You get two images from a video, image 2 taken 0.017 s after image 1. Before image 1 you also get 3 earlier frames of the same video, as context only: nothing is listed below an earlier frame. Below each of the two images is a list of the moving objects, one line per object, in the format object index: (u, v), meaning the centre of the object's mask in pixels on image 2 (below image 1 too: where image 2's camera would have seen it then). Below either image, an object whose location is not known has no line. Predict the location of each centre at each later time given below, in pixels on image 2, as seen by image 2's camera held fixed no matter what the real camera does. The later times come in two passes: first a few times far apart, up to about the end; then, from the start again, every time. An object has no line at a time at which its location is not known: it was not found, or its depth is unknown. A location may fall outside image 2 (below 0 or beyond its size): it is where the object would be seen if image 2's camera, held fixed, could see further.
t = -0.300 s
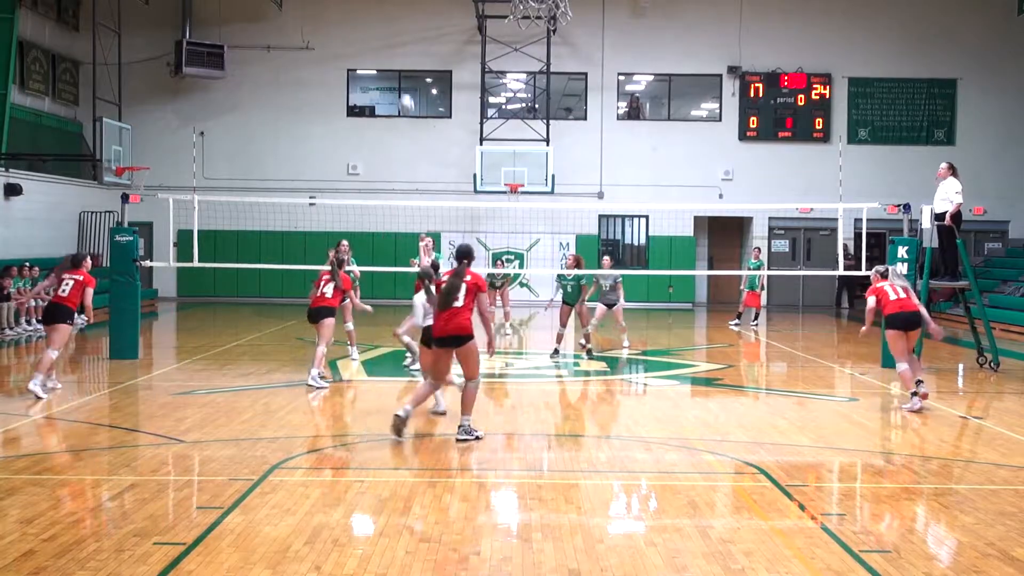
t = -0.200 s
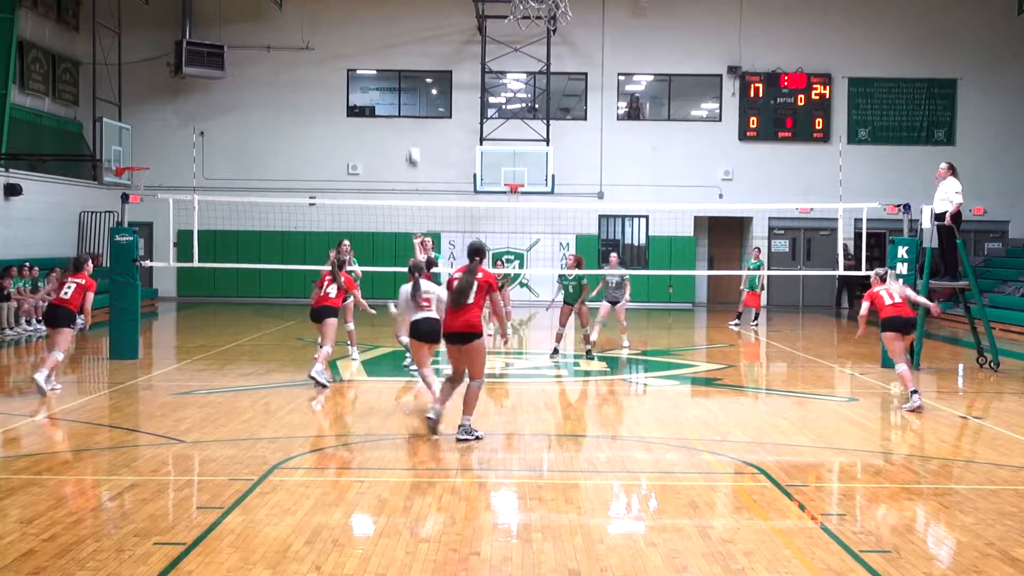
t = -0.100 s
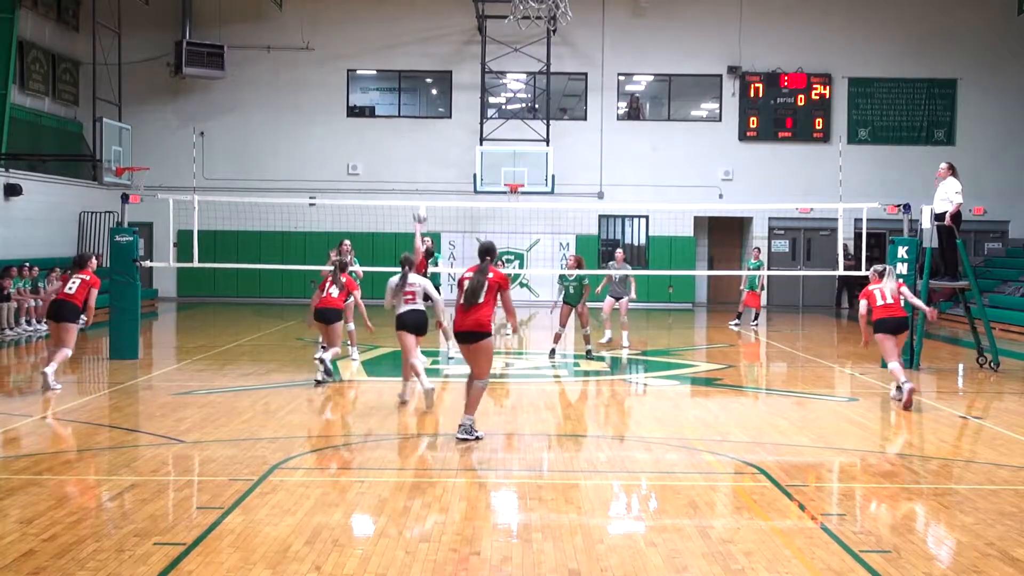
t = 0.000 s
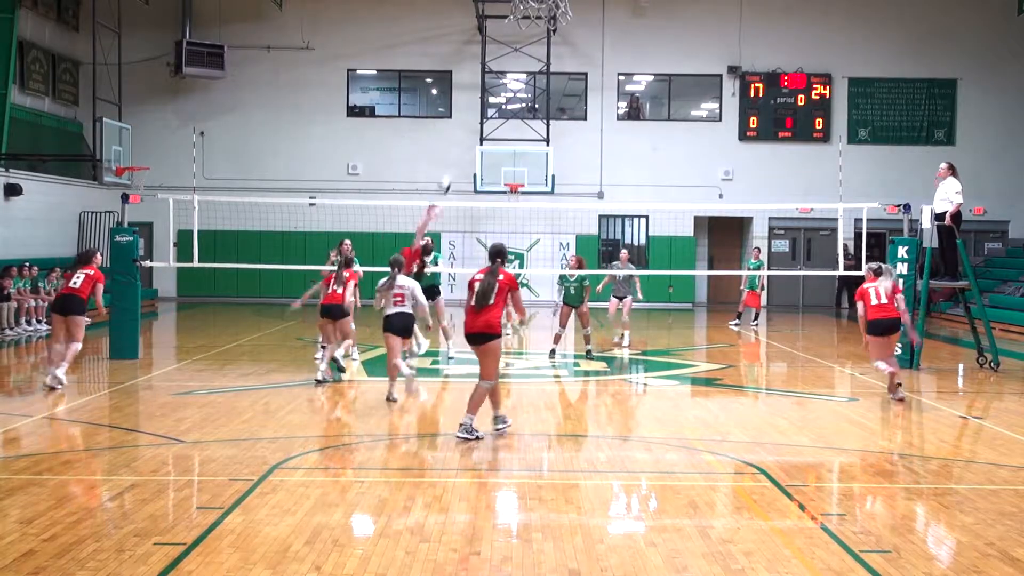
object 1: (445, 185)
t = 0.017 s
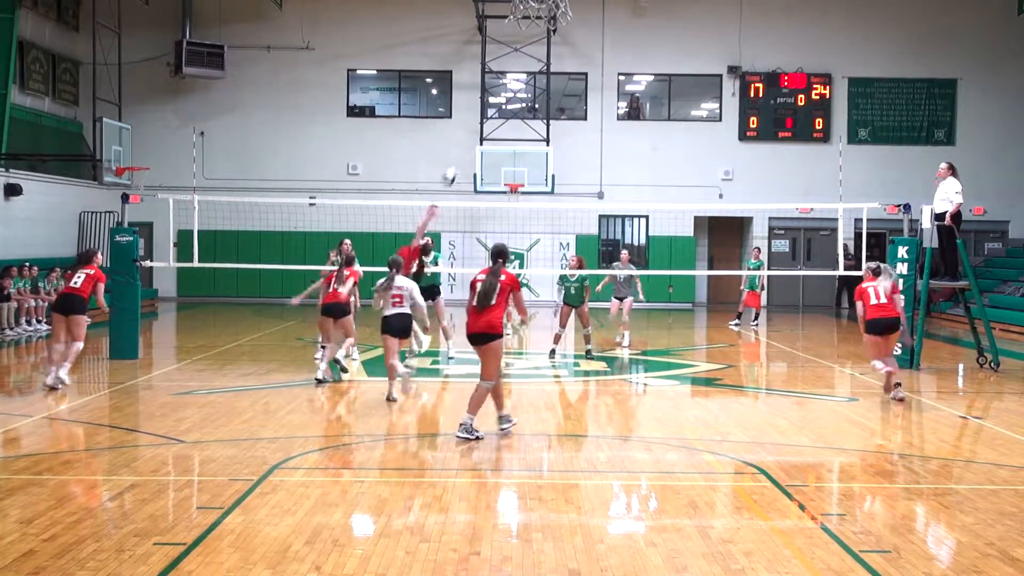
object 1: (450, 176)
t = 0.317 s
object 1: (538, 64)
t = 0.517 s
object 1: (592, 28)
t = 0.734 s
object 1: (650, 22)
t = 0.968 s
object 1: (709, 54)
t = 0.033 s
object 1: (453, 169)
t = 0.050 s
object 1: (459, 161)
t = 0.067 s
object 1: (463, 154)
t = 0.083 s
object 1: (469, 146)
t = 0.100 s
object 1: (474, 139)
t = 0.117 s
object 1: (480, 130)
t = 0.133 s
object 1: (484, 124)
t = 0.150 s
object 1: (489, 117)
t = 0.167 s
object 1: (493, 110)
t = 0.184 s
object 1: (498, 105)
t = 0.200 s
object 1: (505, 98)
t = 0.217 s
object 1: (509, 92)
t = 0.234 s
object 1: (515, 87)
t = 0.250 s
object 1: (518, 81)
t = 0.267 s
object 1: (525, 77)
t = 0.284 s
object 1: (529, 72)
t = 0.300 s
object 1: (535, 68)
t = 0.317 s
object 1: (538, 64)
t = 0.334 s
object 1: (542, 60)
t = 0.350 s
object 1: (547, 56)
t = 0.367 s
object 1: (551, 53)
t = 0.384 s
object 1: (556, 48)
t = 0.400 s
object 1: (561, 44)
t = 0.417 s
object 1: (565, 42)
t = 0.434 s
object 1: (570, 39)
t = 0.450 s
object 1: (574, 37)
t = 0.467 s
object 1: (579, 34)
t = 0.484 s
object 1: (583, 32)
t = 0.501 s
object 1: (588, 29)
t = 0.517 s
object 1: (592, 28)
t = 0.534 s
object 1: (597, 26)
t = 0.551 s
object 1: (601, 26)
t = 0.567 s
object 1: (606, 25)
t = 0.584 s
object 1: (610, 24)
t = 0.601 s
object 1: (614, 22)
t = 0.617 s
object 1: (619, 21)
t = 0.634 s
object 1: (623, 21)
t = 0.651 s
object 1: (628, 20)
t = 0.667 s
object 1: (632, 20)
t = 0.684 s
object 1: (637, 21)
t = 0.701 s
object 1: (641, 21)
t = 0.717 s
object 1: (646, 22)
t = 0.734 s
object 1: (650, 22)
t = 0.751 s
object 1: (655, 23)
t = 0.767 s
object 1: (659, 24)
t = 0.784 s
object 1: (663, 26)
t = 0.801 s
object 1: (667, 27)
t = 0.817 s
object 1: (671, 29)
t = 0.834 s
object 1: (676, 31)
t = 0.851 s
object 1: (680, 33)
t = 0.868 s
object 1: (684, 36)
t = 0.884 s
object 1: (688, 39)
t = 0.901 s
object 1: (692, 41)
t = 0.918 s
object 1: (697, 44)
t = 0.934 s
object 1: (701, 47)
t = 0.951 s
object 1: (705, 51)
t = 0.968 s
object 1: (709, 54)
